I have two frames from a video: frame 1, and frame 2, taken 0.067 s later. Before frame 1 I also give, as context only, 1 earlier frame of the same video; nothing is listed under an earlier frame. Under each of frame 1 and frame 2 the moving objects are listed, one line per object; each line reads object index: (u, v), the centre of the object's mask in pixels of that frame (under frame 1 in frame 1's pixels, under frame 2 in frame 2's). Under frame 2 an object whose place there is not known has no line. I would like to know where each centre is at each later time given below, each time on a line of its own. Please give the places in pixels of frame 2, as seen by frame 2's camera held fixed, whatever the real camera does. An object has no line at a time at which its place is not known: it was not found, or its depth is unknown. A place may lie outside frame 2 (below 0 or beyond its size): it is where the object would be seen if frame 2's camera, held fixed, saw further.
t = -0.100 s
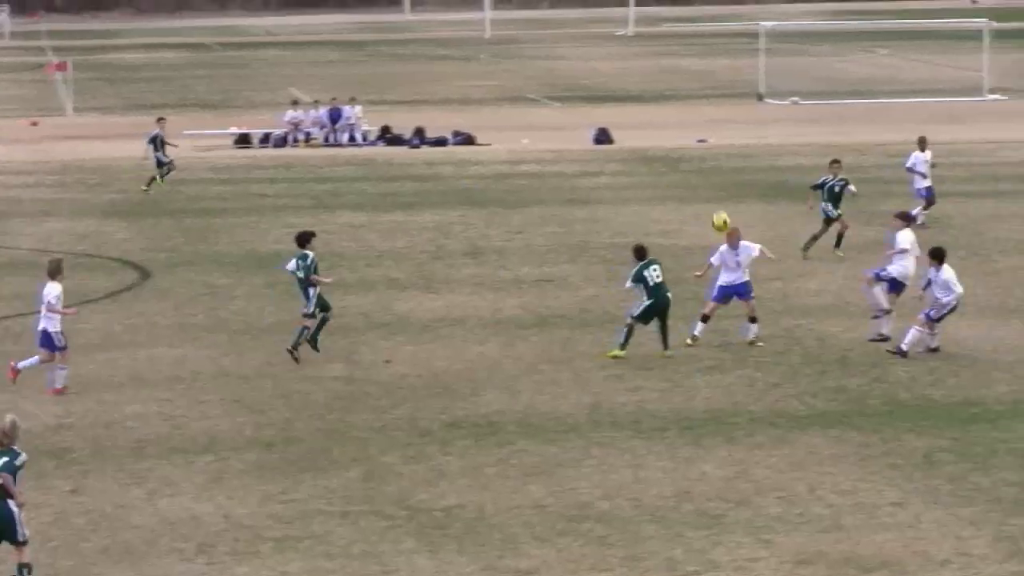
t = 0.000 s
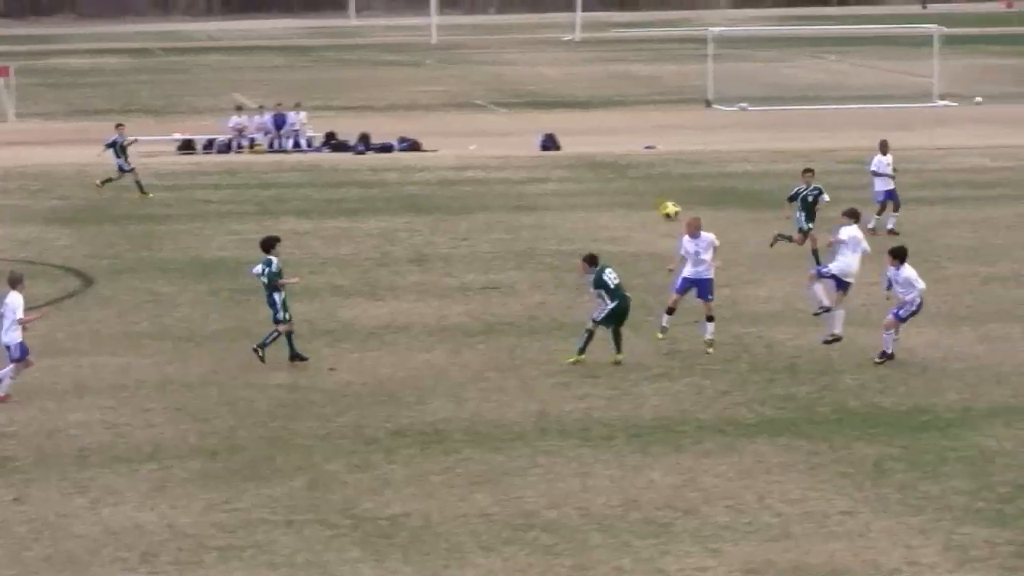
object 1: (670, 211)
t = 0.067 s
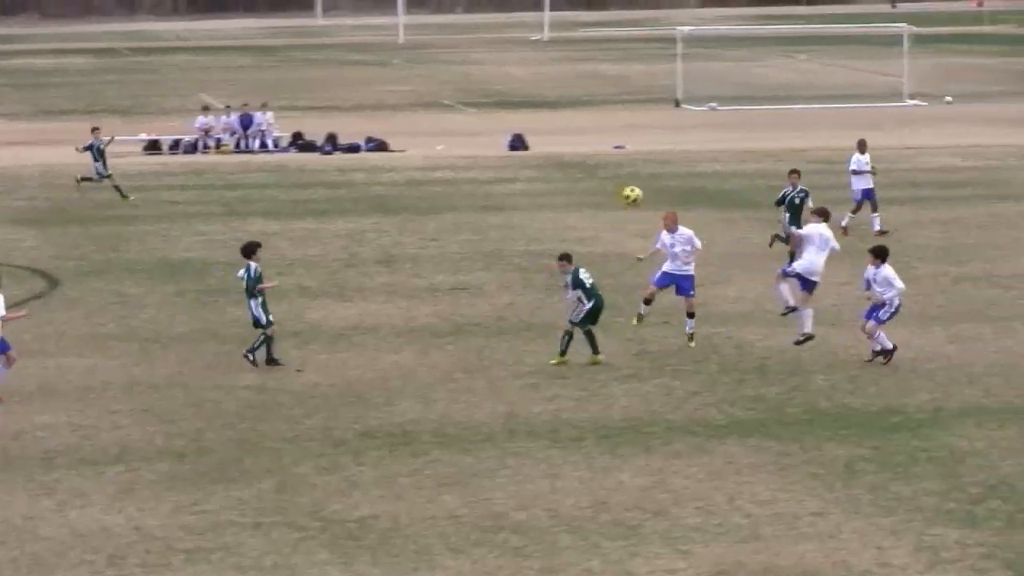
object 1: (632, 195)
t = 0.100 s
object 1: (626, 190)
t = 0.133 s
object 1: (619, 183)
